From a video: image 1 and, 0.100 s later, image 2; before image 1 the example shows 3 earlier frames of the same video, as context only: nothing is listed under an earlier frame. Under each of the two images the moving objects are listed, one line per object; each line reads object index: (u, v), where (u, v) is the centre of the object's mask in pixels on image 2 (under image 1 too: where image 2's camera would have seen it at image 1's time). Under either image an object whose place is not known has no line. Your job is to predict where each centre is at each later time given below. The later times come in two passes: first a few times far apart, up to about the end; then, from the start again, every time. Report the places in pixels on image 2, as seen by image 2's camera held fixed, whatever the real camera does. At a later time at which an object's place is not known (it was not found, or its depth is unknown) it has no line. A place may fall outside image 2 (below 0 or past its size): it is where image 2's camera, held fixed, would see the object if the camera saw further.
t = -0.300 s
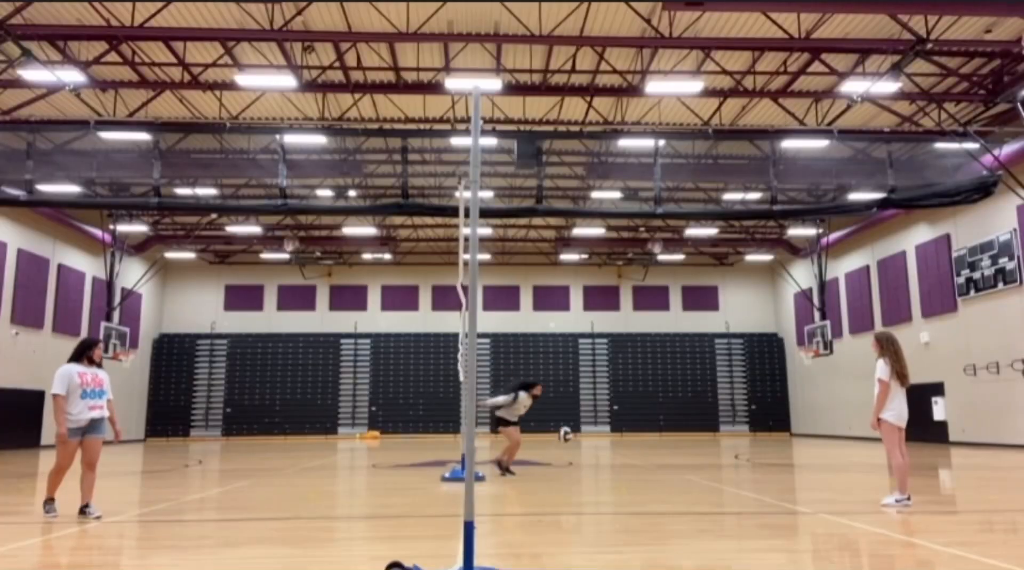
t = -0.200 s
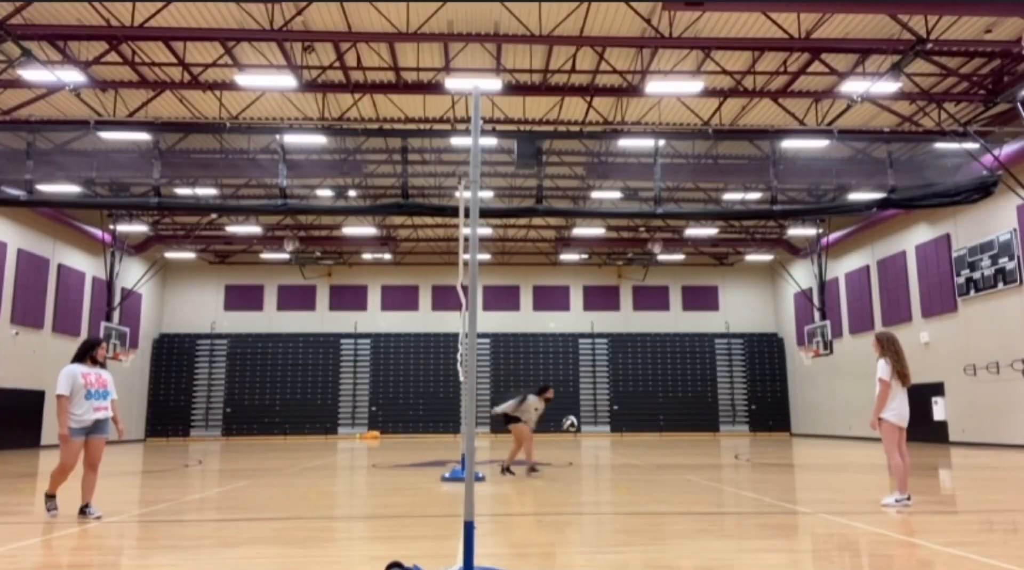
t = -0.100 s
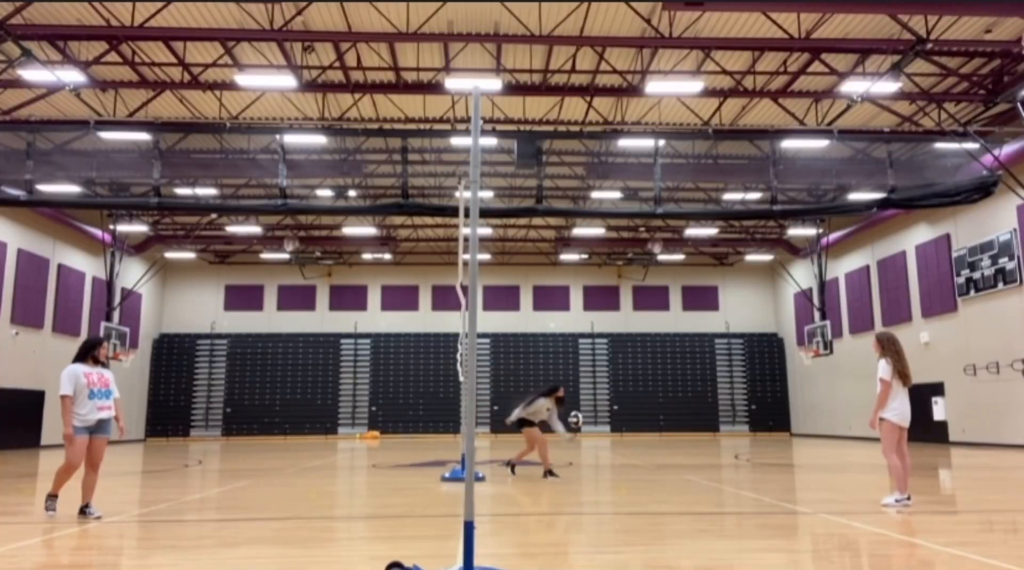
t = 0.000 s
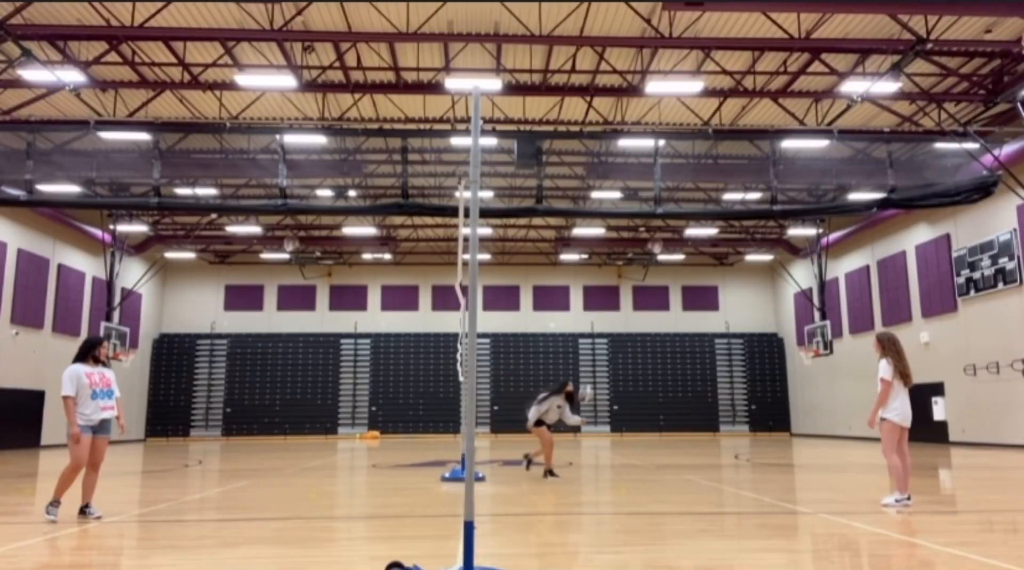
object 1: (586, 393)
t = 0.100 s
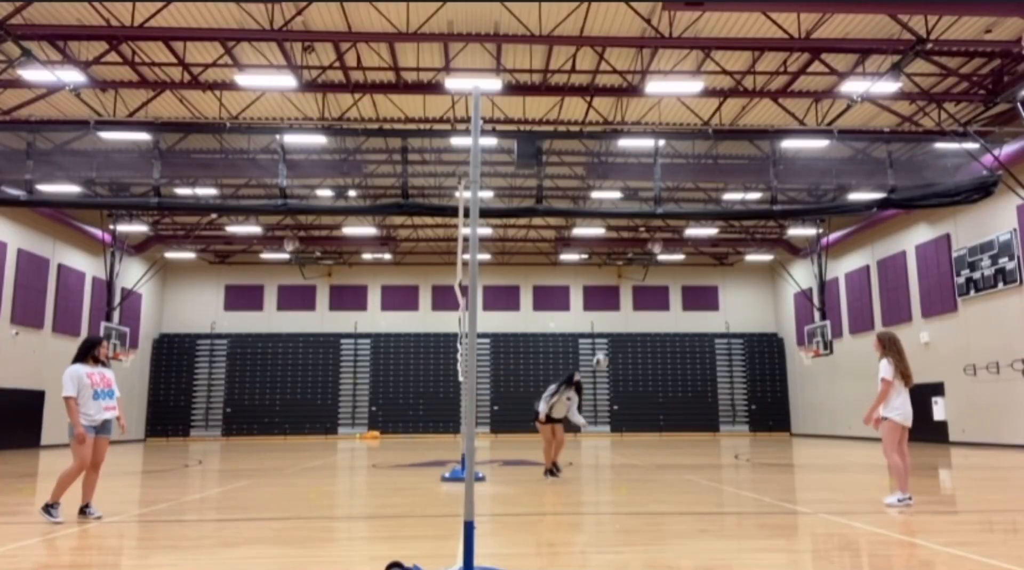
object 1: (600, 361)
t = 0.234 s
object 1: (617, 329)
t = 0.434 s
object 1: (647, 300)
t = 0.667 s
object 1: (685, 303)
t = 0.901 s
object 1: (729, 351)
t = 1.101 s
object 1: (775, 434)
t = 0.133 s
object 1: (604, 352)
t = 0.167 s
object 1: (609, 343)
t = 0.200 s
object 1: (613, 336)
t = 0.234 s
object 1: (617, 329)
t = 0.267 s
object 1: (623, 322)
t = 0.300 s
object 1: (627, 316)
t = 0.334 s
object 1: (632, 310)
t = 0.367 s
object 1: (637, 306)
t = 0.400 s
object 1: (641, 303)
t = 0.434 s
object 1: (647, 300)
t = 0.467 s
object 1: (652, 298)
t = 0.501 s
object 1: (657, 297)
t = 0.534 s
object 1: (662, 297)
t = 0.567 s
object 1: (668, 297)
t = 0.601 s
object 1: (672, 298)
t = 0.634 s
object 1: (679, 300)
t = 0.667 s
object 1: (685, 303)
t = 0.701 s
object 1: (691, 306)
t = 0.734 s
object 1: (697, 312)
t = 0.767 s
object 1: (702, 317)
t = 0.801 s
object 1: (709, 324)
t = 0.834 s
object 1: (716, 332)
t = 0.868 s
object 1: (722, 342)
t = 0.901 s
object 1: (729, 351)
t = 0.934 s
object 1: (736, 362)
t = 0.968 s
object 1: (744, 374)
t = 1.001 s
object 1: (752, 388)
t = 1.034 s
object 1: (759, 403)
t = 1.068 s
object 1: (767, 418)
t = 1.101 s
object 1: (775, 434)
